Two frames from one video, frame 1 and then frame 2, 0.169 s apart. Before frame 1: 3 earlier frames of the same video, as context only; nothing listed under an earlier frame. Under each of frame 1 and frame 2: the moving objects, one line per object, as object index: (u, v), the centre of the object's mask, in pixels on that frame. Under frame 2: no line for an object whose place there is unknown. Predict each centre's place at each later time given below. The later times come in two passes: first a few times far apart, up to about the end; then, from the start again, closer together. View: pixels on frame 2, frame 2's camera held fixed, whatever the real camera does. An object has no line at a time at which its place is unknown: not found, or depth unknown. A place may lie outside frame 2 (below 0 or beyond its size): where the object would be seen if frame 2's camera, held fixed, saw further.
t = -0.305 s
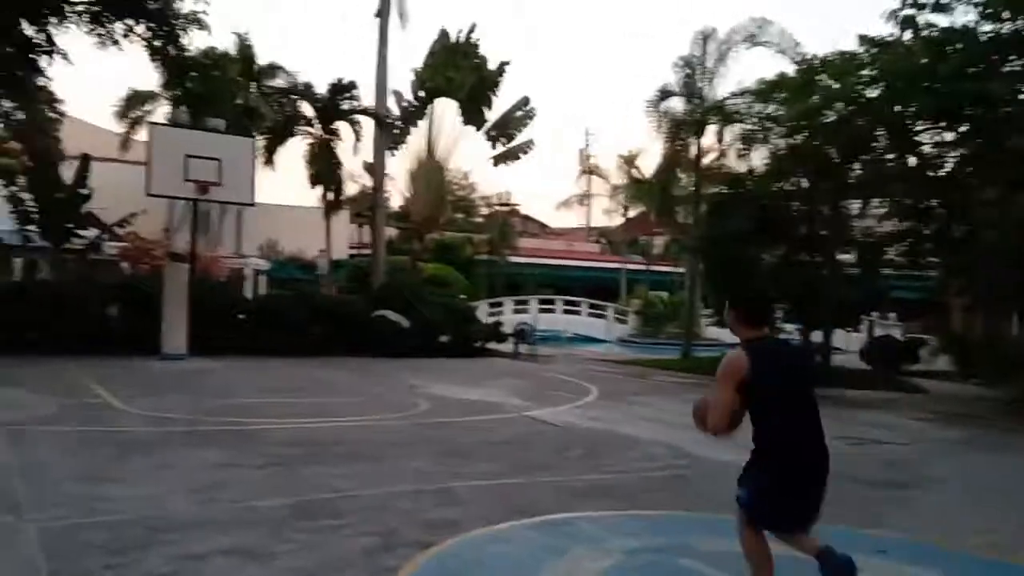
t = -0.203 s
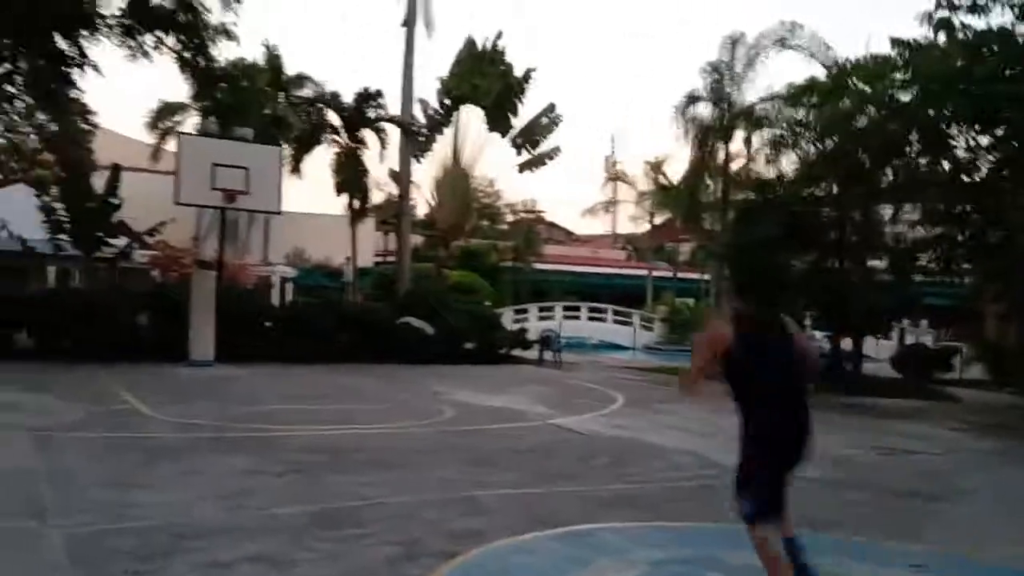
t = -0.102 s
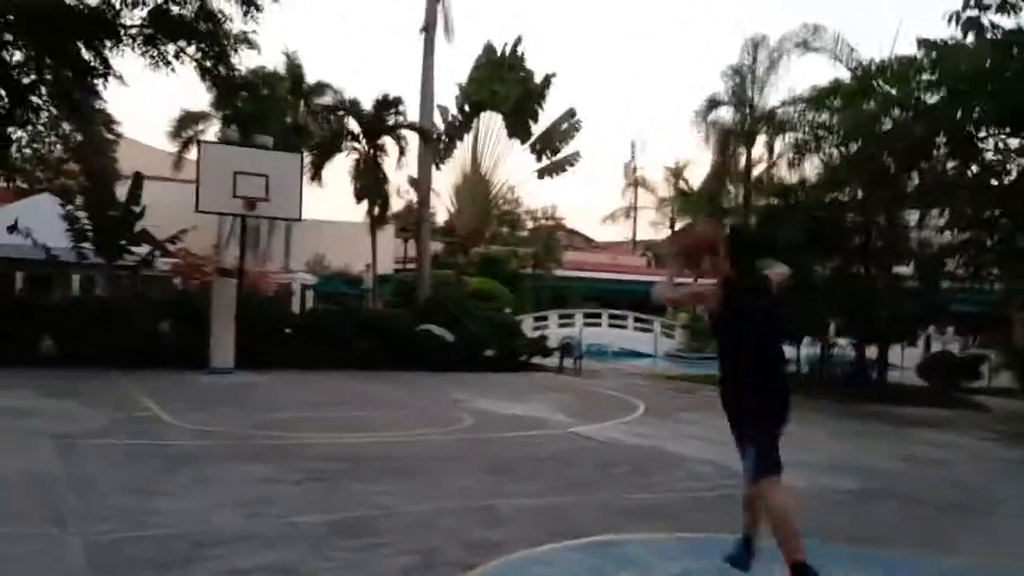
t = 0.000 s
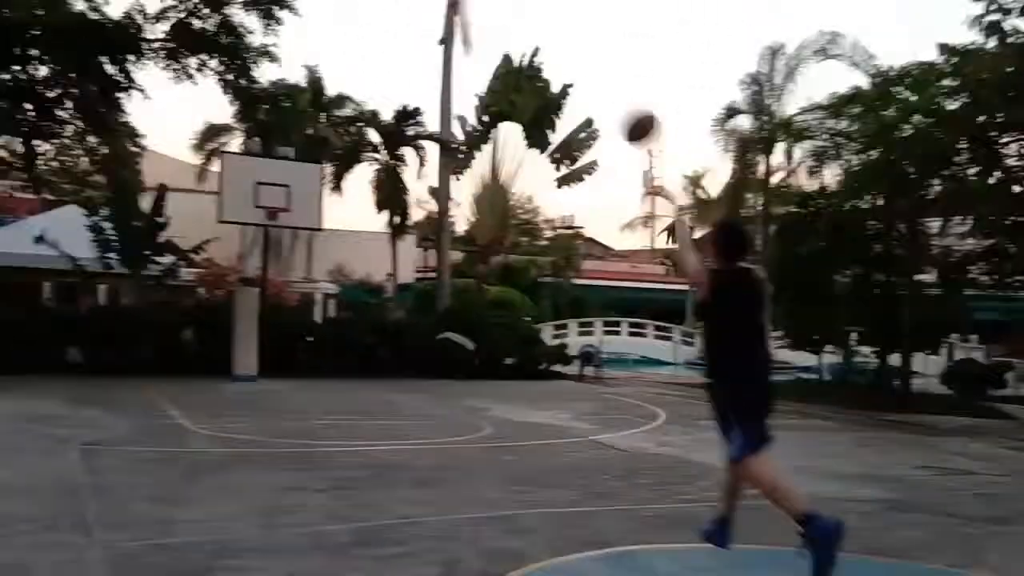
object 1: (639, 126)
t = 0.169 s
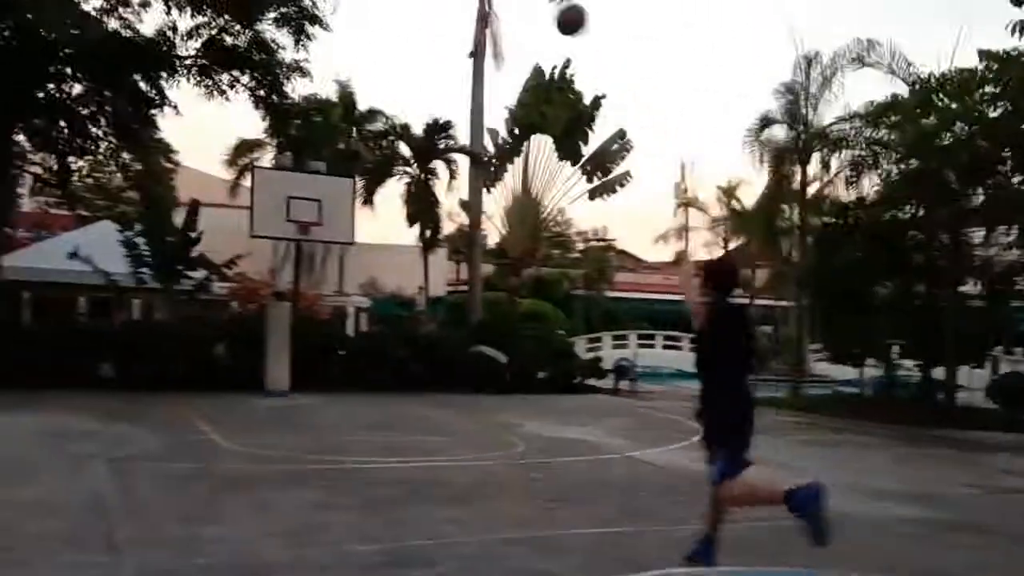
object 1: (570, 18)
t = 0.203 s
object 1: (563, 14)
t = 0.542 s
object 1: (438, -25)
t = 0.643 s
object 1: (413, -20)
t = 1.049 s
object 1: (339, 90)
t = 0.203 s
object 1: (563, 14)
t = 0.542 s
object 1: (438, -25)
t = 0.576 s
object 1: (430, -26)
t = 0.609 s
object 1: (422, -25)
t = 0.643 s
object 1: (413, -20)
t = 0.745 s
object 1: (391, 2)
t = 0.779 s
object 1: (385, 11)
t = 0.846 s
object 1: (372, 29)
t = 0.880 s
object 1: (366, 38)
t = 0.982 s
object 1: (348, 69)
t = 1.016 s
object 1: (342, 80)
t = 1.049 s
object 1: (339, 90)
